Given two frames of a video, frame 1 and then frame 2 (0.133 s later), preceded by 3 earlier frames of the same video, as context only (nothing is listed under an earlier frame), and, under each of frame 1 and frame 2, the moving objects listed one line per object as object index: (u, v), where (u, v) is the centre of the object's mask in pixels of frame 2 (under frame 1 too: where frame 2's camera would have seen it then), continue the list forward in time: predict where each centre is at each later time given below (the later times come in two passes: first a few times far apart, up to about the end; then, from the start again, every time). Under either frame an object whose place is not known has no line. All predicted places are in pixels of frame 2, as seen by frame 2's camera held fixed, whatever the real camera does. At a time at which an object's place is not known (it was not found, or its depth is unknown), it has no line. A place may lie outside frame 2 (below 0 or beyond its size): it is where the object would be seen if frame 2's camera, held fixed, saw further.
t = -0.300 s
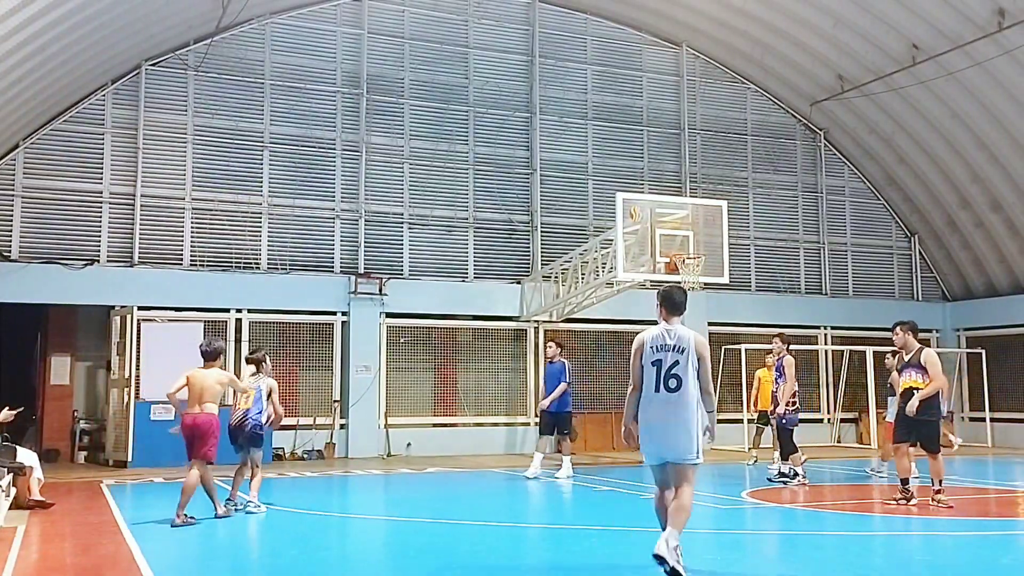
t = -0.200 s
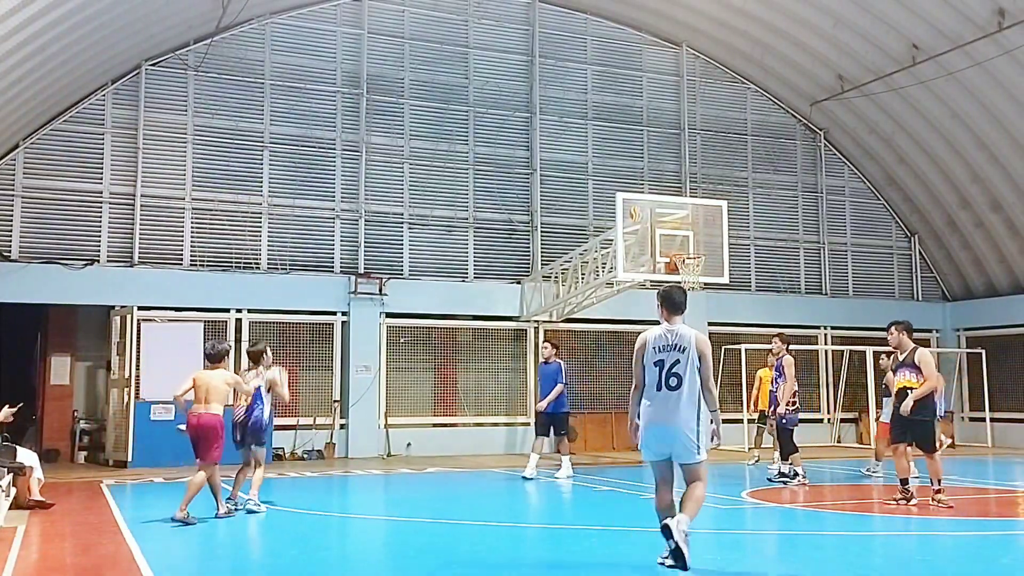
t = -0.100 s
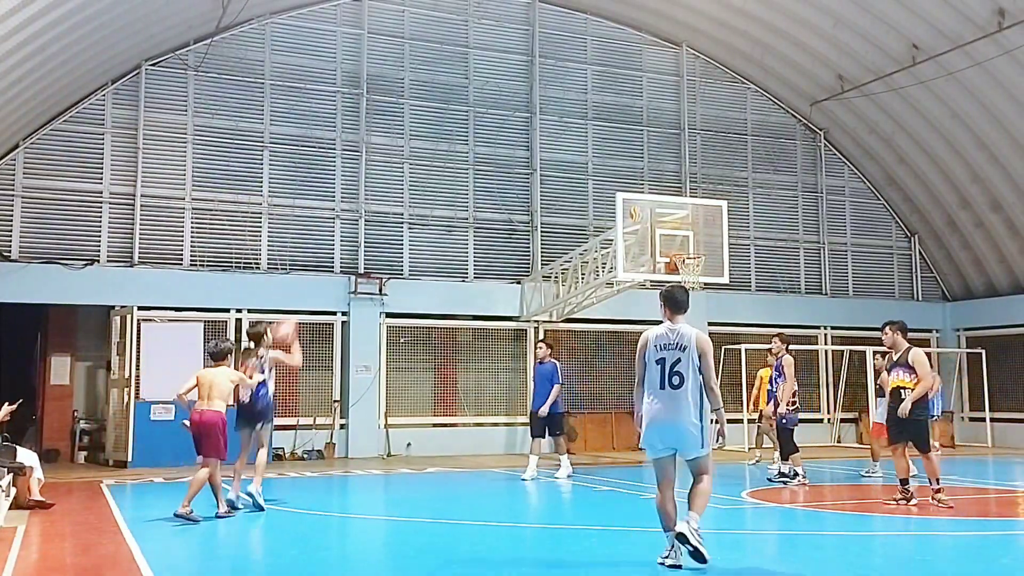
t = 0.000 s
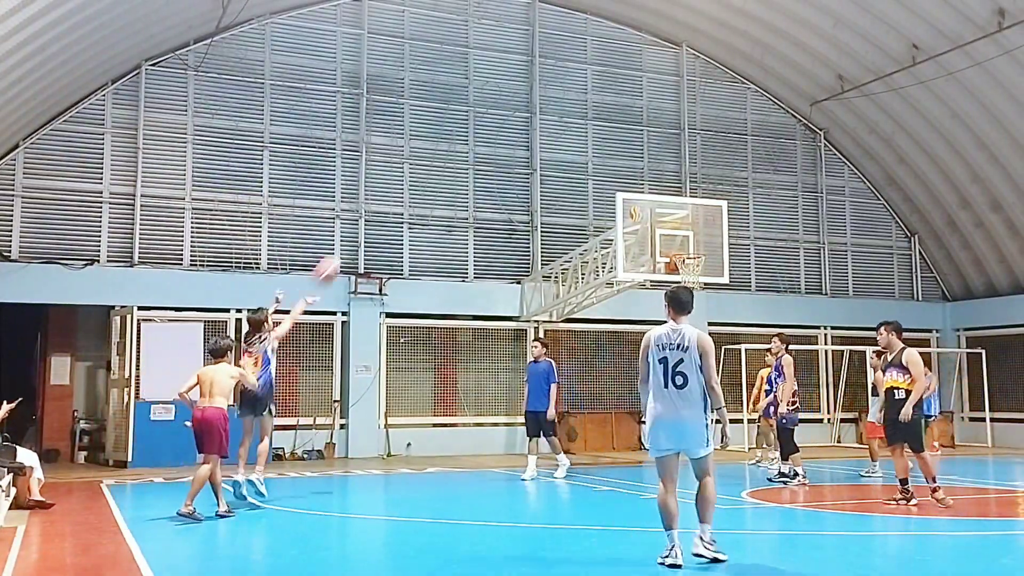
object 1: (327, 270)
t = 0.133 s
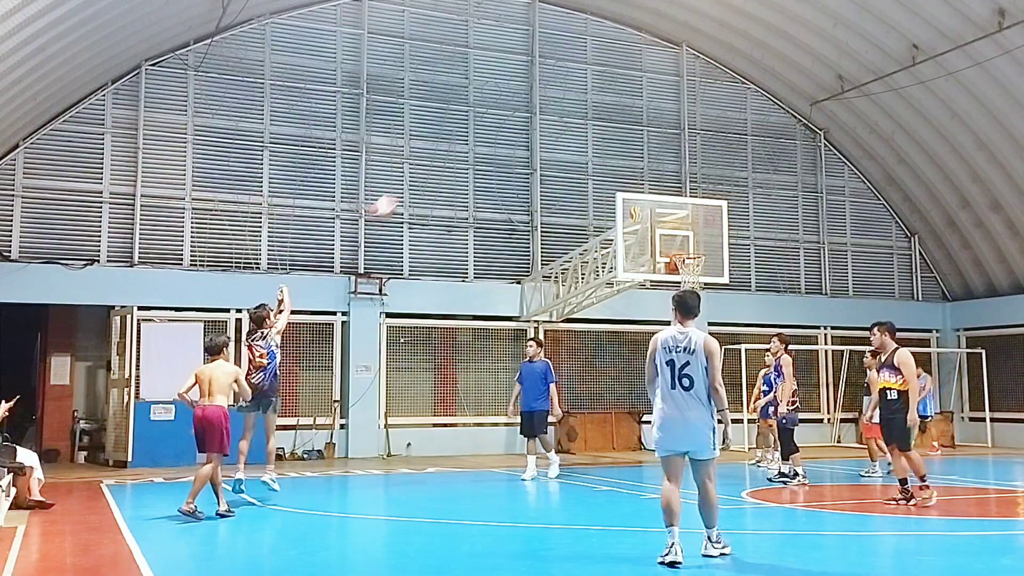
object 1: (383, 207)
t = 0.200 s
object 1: (411, 183)
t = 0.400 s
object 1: (482, 141)
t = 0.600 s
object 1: (544, 131)
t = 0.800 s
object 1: (597, 152)
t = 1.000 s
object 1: (647, 197)
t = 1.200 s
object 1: (680, 246)
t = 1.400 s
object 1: (669, 240)
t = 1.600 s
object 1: (655, 263)
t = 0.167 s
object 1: (397, 194)
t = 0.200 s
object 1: (411, 183)
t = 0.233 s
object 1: (422, 173)
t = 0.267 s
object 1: (435, 165)
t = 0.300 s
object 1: (447, 157)
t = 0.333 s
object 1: (459, 151)
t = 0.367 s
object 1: (470, 146)
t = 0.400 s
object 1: (482, 141)
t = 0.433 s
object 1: (492, 137)
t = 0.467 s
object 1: (503, 134)
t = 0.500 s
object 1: (513, 132)
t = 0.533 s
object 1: (523, 131)
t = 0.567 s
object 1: (533, 131)
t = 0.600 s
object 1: (544, 131)
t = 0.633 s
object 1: (553, 133)
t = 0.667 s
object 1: (563, 135)
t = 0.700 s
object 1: (571, 138)
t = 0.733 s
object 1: (580, 142)
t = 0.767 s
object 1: (589, 146)
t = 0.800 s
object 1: (597, 152)
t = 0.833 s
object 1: (607, 158)
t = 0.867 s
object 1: (615, 164)
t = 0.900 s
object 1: (623, 171)
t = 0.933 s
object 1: (631, 179)
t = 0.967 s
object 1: (640, 187)
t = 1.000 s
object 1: (647, 197)
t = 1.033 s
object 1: (655, 210)
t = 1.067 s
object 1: (660, 220)
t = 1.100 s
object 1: (669, 230)
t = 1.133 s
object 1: (679, 243)
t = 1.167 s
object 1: (682, 249)
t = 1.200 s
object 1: (680, 246)
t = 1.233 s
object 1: (679, 245)
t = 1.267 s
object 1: (676, 242)
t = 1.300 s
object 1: (674, 240)
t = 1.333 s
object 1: (672, 239)
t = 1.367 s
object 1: (671, 239)
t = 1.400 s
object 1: (669, 240)
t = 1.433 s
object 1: (666, 242)
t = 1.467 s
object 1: (665, 243)
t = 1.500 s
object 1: (664, 246)
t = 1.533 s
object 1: (660, 251)
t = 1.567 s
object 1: (657, 256)
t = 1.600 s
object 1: (655, 263)
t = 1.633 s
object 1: (653, 269)
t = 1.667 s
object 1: (651, 279)
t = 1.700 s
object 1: (649, 290)
